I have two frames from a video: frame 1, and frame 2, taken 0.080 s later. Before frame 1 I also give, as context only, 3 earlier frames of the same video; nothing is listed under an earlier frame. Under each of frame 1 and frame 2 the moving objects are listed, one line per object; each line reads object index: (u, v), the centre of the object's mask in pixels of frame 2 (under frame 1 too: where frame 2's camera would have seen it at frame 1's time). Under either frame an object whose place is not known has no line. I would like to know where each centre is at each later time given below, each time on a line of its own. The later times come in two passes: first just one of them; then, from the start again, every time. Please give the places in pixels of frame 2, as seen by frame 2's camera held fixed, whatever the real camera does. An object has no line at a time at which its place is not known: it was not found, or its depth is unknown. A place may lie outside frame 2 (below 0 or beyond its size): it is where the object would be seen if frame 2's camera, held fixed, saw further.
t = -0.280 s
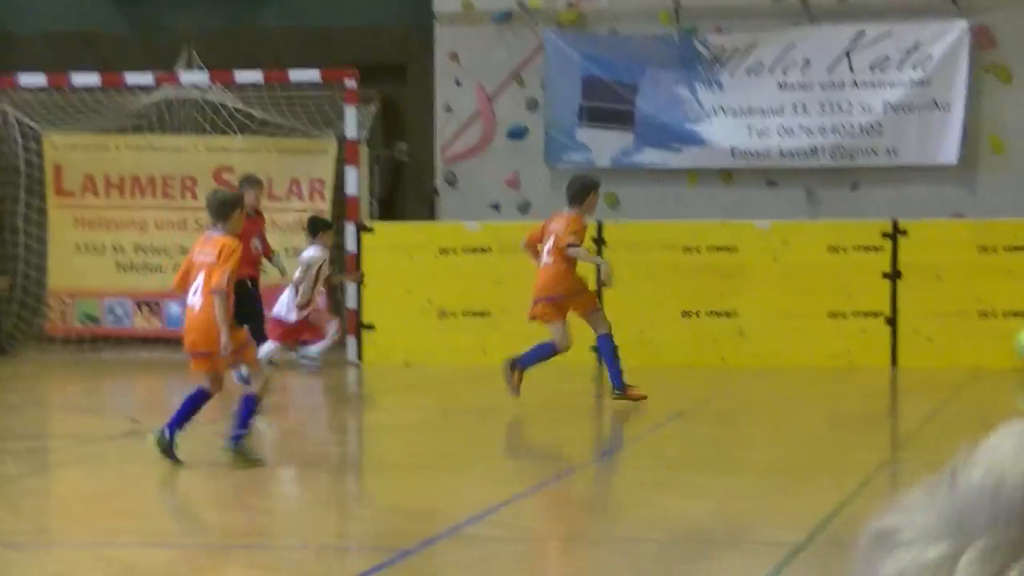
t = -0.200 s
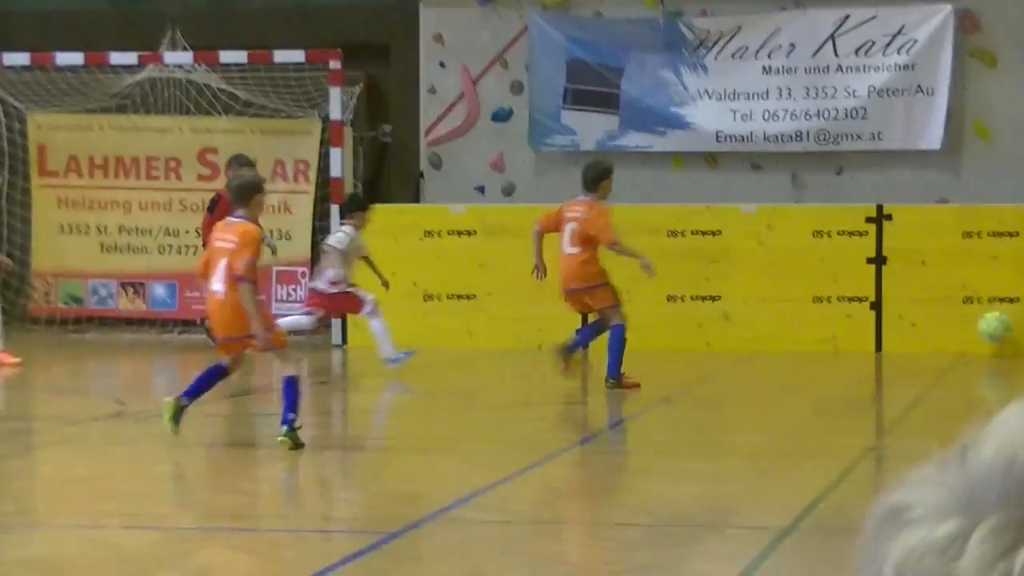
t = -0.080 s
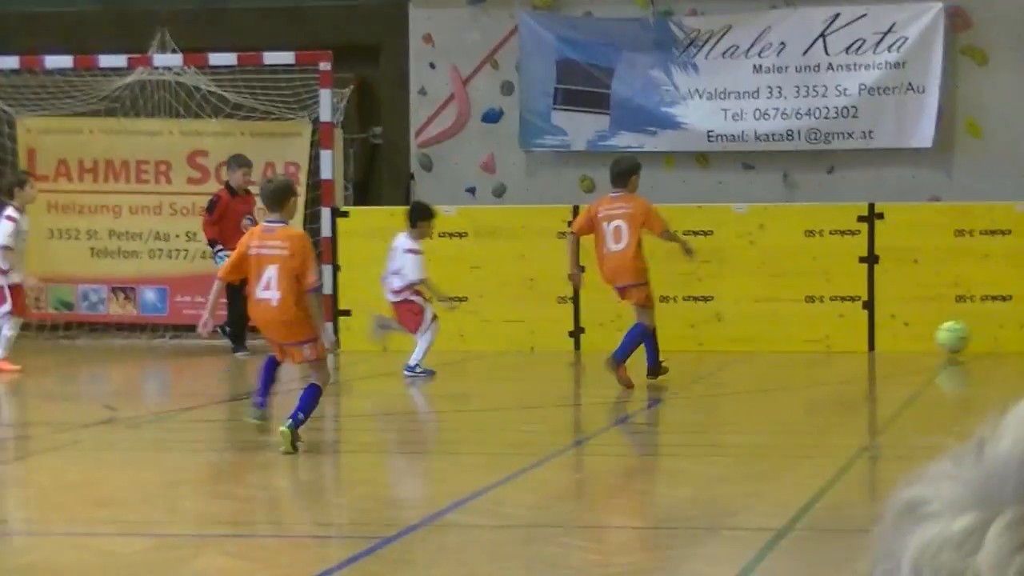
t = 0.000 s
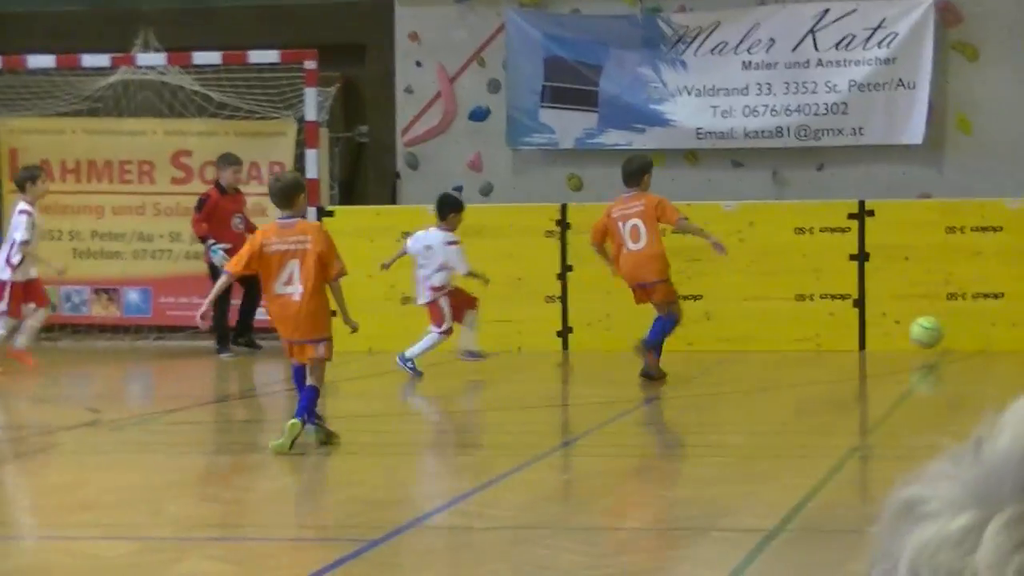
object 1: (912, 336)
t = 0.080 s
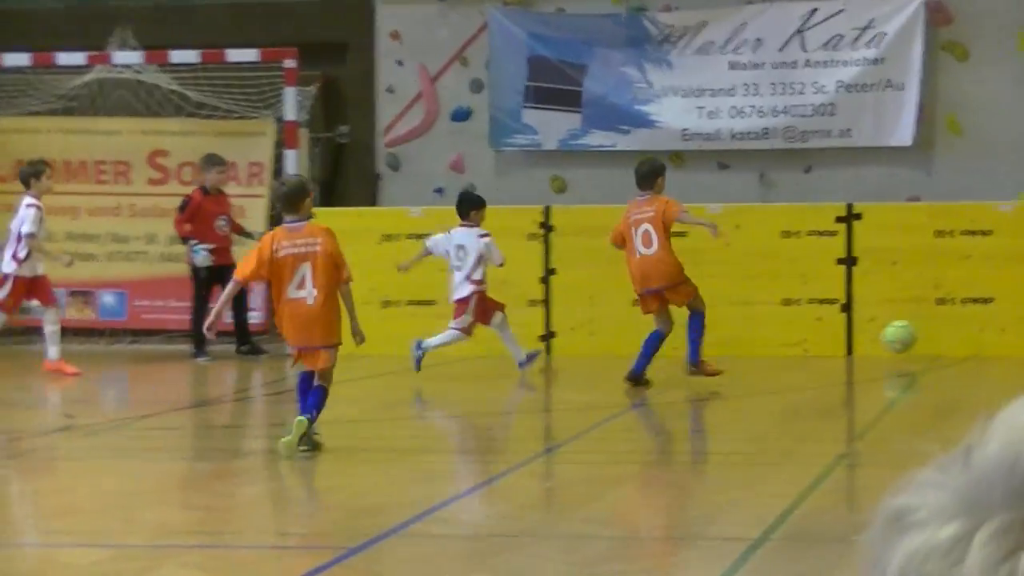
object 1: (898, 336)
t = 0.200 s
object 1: (877, 345)
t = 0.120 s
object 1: (891, 339)
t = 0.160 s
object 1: (882, 347)
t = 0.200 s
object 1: (877, 345)
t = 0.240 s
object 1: (873, 343)
